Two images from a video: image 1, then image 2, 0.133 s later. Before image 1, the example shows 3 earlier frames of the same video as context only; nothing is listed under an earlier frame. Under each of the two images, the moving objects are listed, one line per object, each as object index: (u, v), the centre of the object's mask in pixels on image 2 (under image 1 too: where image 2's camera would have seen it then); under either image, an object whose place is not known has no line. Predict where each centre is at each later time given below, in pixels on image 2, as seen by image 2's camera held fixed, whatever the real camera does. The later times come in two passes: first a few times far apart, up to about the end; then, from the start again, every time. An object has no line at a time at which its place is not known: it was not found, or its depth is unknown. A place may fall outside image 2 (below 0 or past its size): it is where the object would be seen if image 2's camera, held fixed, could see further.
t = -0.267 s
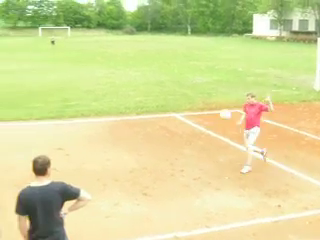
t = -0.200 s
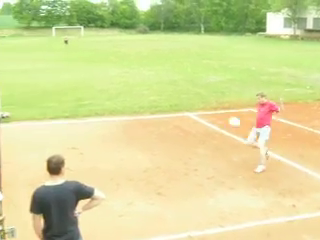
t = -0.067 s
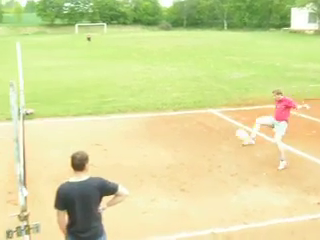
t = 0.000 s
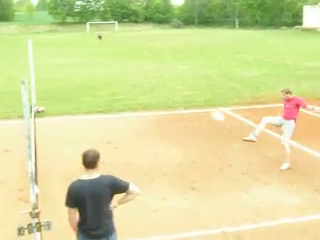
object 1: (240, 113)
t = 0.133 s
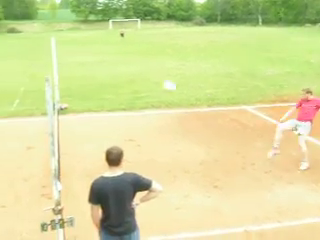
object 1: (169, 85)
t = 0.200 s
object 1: (135, 75)
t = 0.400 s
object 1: (36, 61)
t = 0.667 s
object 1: (-74, 74)
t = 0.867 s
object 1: (-143, 103)
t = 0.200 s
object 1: (135, 75)
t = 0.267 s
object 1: (100, 68)
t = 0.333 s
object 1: (68, 63)
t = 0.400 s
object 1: (36, 61)
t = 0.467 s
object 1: (6, 61)
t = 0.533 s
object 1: (-22, 63)
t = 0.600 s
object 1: (-49, 67)
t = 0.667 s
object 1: (-74, 74)
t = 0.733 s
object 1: (-99, 82)
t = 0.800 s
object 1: (-122, 92)
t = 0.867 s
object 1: (-143, 103)
